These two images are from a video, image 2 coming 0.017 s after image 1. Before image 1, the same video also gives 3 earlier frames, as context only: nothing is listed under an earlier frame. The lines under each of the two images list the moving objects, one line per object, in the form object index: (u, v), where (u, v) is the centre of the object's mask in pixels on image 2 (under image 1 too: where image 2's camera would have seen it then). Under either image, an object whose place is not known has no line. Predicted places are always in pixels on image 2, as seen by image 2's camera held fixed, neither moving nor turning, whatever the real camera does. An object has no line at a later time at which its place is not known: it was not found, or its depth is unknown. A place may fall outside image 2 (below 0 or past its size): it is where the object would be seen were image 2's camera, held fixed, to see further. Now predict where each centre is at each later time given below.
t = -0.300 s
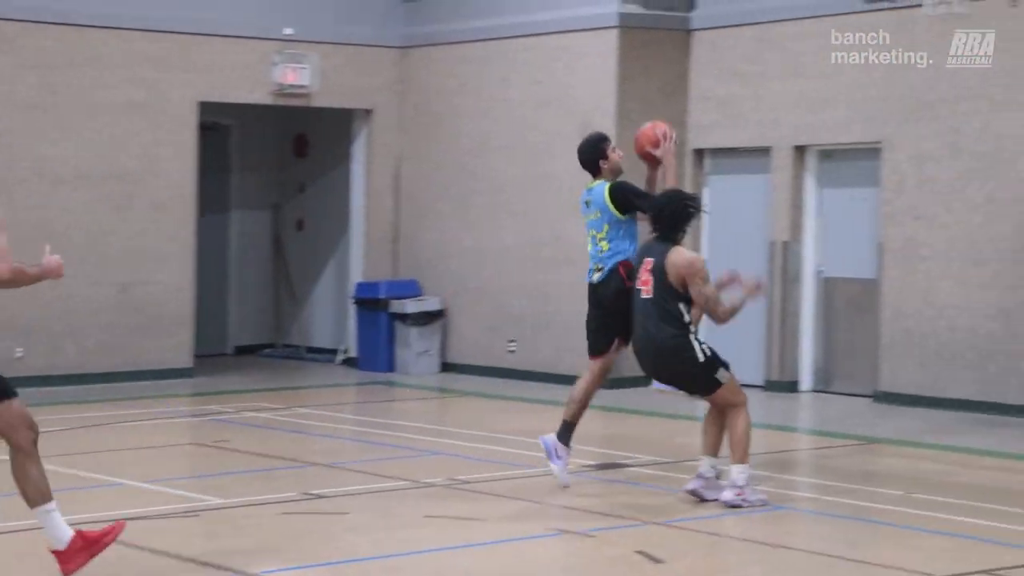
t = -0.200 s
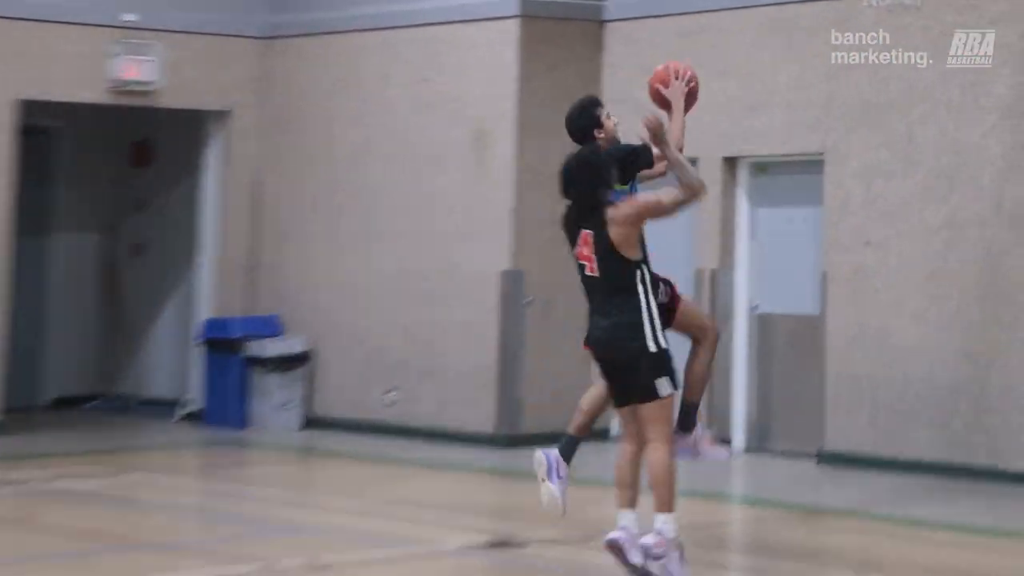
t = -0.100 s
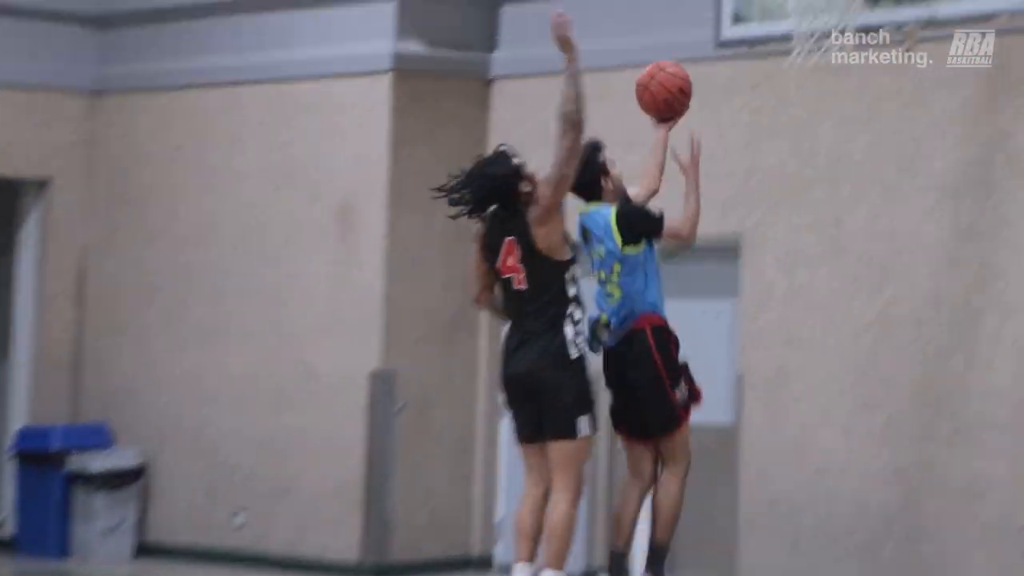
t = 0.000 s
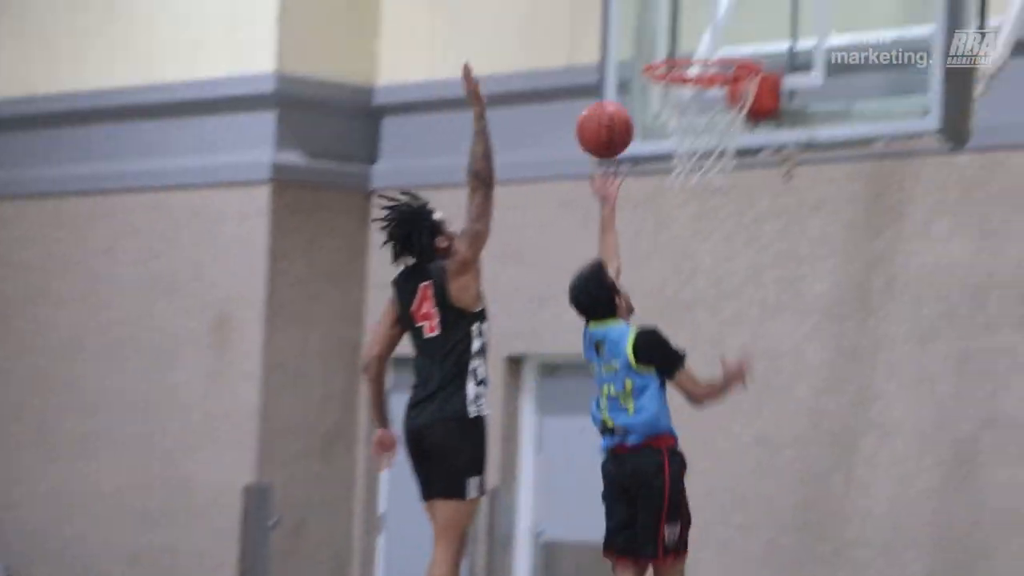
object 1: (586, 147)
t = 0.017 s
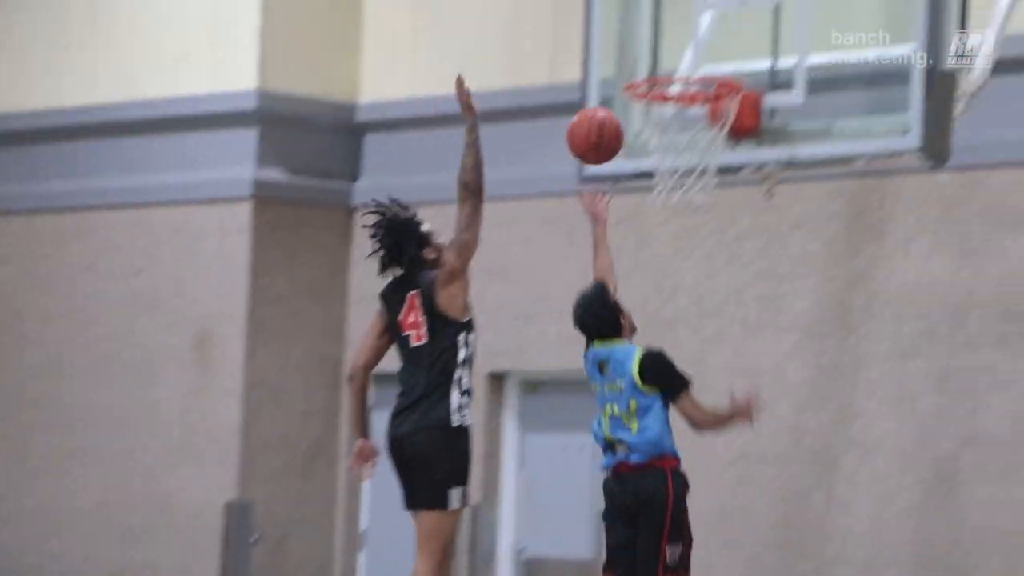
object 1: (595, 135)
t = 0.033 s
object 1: (603, 125)
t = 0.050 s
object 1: (609, 115)
